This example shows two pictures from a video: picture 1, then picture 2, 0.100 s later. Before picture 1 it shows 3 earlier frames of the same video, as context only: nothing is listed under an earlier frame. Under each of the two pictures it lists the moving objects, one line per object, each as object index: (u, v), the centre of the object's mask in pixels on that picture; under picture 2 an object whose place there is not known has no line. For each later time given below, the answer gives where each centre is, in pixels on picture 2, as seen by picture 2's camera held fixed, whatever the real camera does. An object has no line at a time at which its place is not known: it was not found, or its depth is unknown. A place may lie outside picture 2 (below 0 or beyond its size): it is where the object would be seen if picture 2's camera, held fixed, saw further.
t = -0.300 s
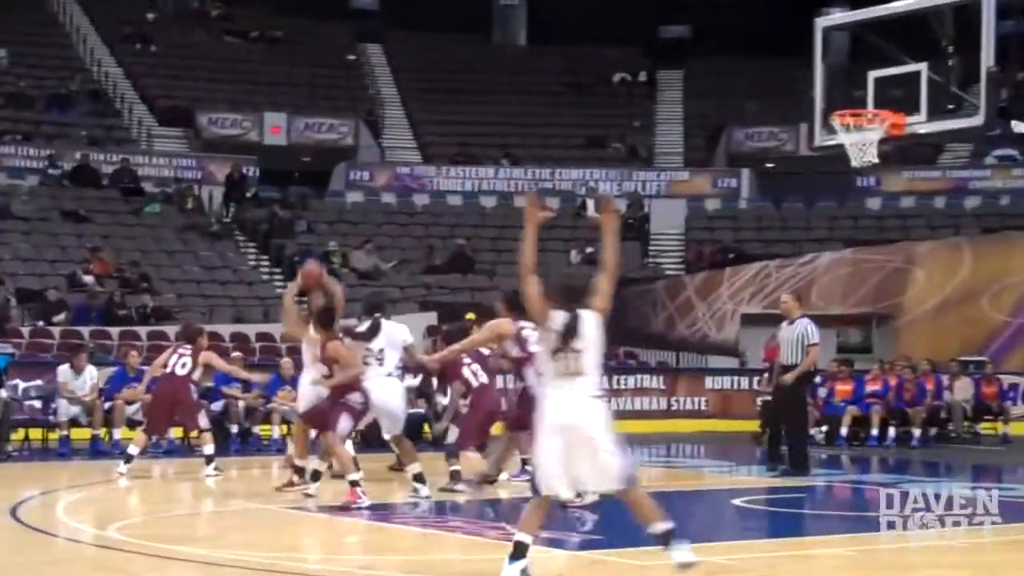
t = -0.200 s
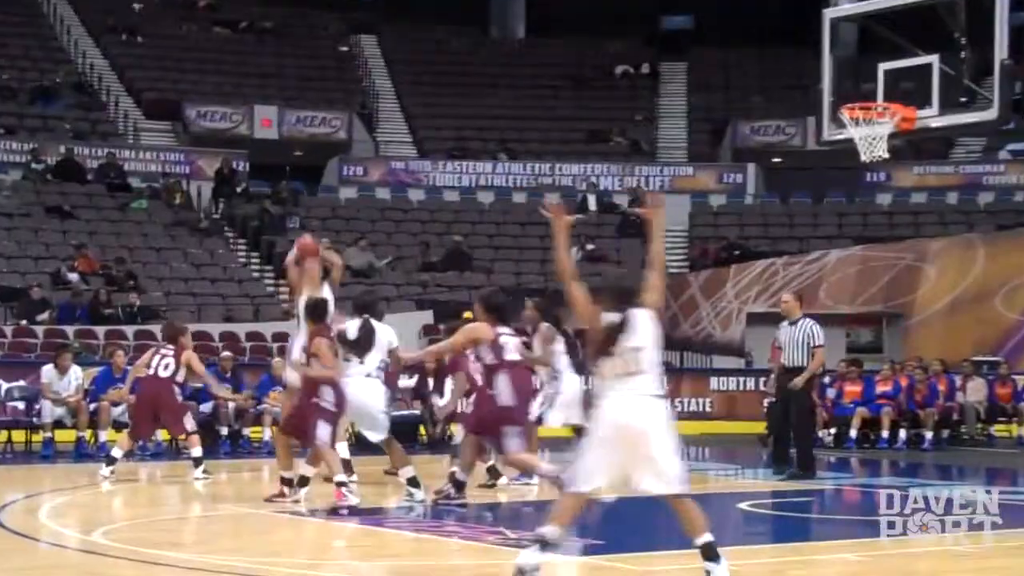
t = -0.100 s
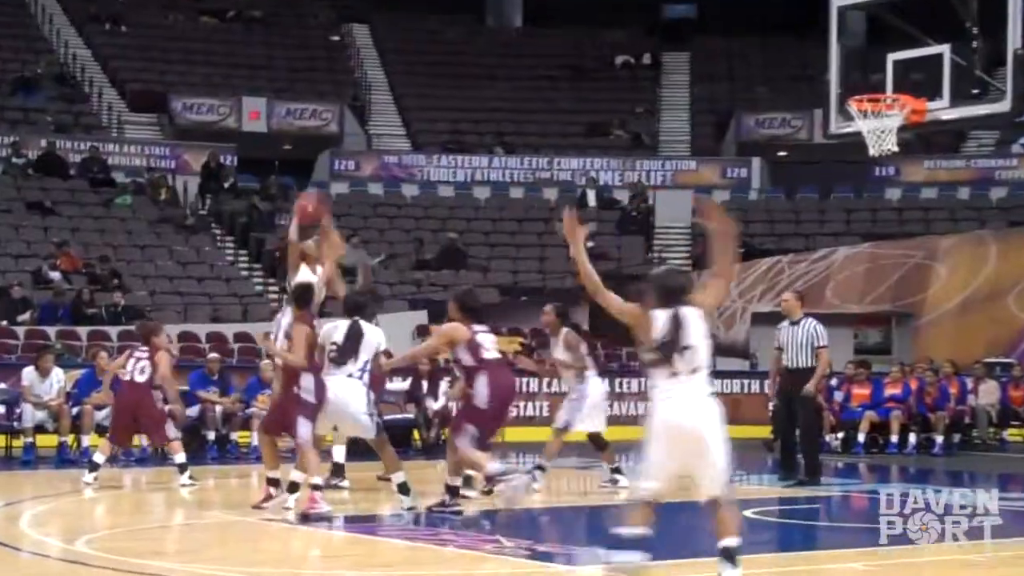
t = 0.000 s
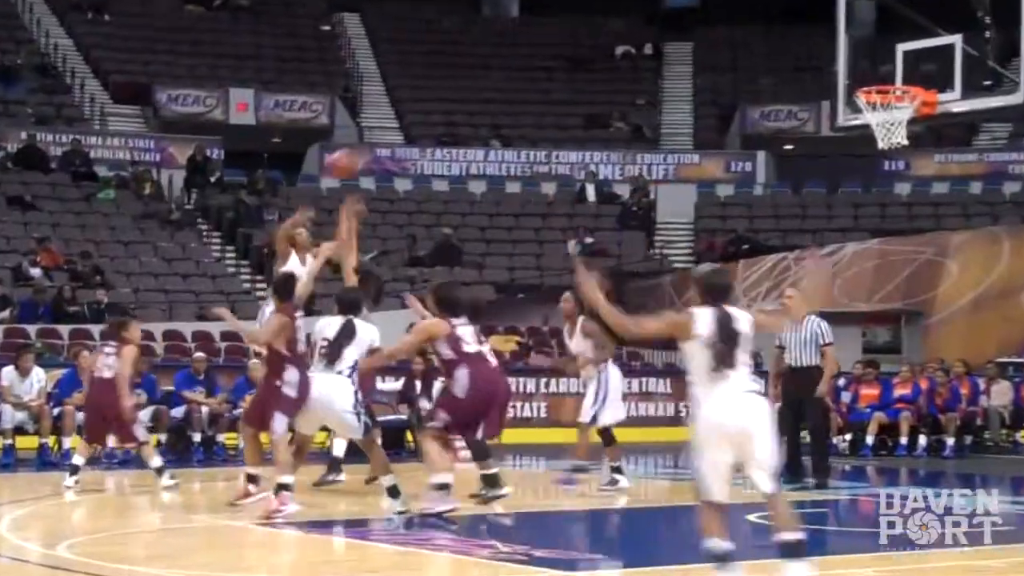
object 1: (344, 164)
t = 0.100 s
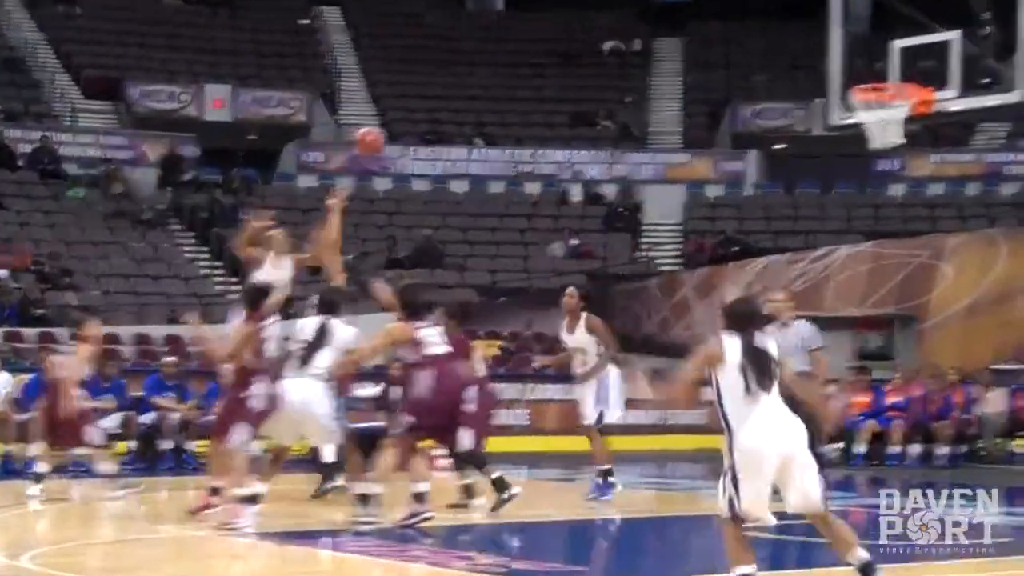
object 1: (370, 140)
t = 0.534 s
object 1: (671, 203)
